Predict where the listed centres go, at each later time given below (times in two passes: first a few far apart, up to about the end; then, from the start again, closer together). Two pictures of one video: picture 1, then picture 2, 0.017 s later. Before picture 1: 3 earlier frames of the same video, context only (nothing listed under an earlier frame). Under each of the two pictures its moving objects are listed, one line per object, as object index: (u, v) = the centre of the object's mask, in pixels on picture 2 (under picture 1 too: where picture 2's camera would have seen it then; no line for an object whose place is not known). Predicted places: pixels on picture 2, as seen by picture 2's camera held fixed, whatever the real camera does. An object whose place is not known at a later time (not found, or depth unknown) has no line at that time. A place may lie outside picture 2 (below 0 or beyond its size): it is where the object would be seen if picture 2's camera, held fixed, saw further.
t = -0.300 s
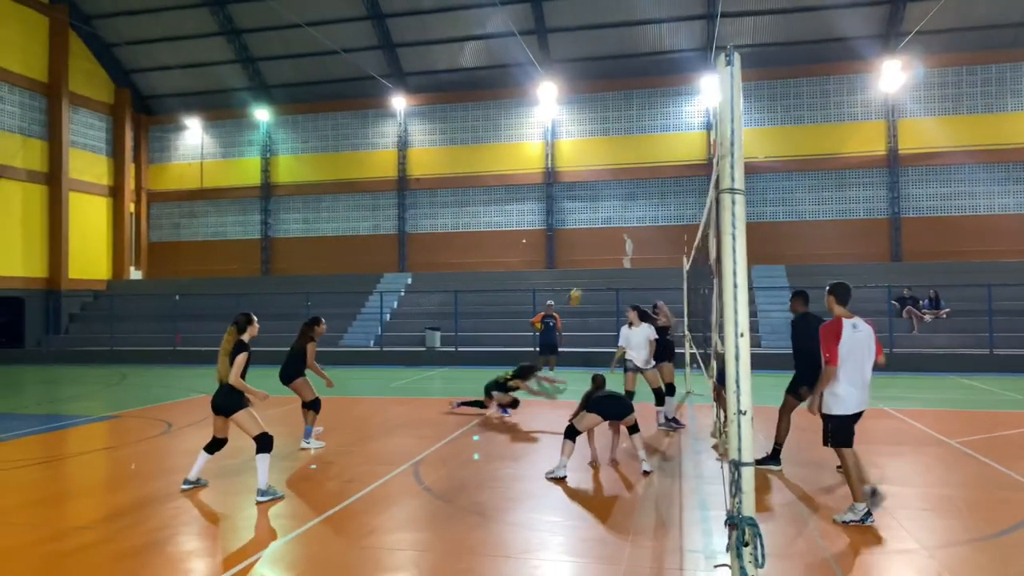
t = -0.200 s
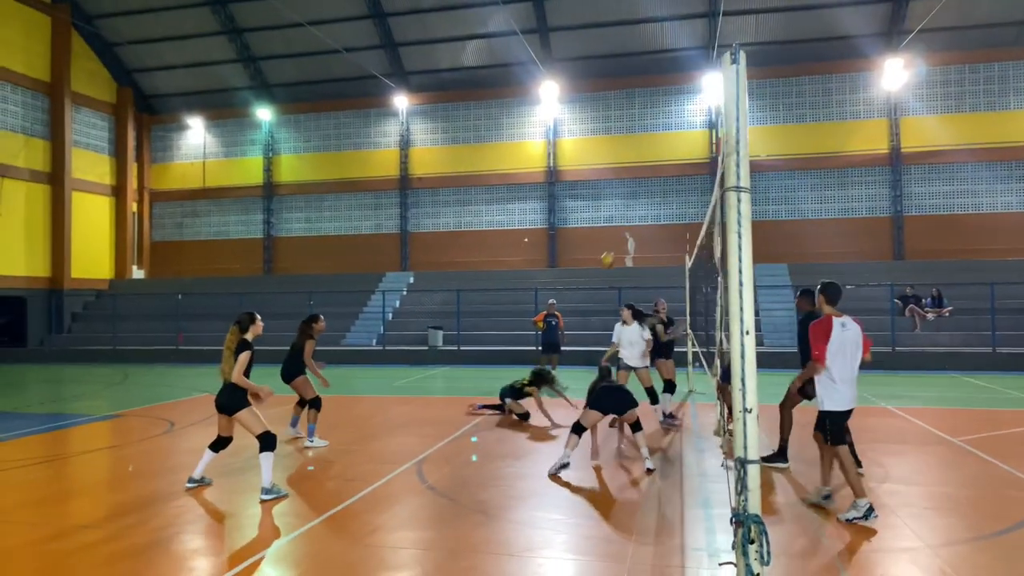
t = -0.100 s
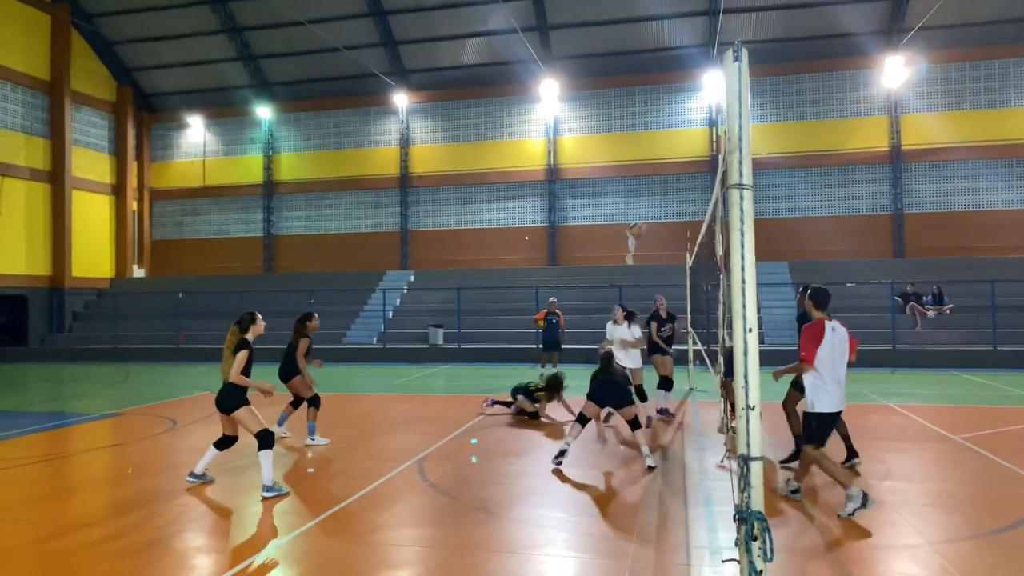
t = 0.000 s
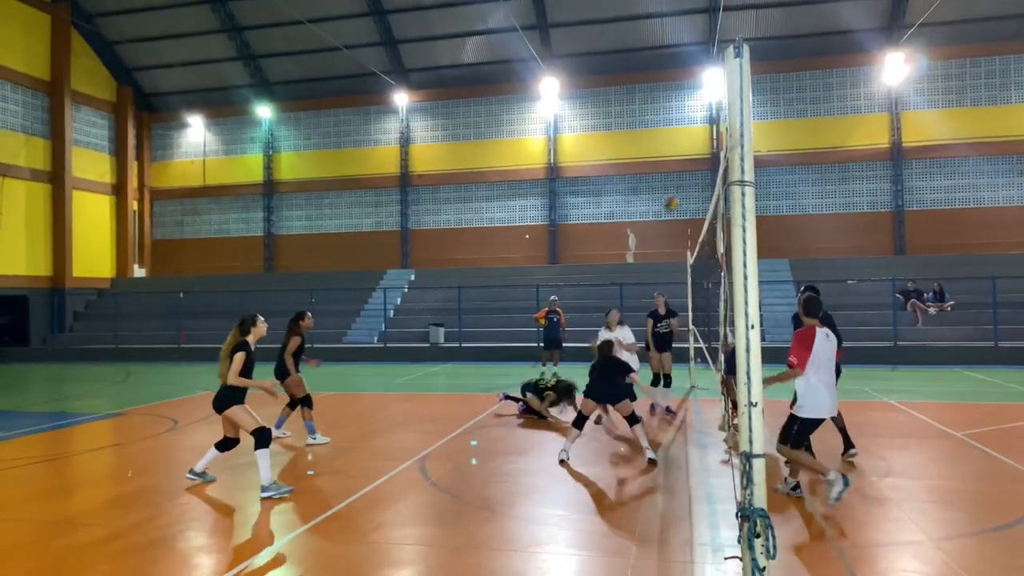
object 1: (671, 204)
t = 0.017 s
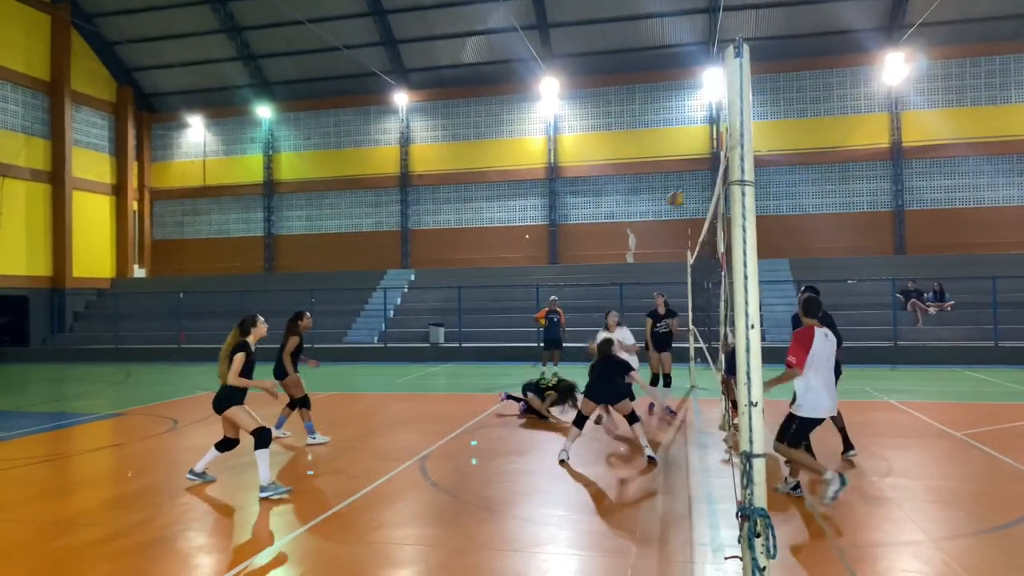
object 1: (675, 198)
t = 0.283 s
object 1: (771, 167)
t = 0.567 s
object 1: (888, 196)
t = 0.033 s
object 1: (682, 195)
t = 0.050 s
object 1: (687, 192)
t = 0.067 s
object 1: (693, 189)
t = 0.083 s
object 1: (698, 186)
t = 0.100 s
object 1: (704, 183)
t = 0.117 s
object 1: (709, 180)
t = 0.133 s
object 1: (713, 177)
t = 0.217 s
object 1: (755, 171)
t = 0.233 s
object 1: (756, 168)
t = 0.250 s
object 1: (760, 167)
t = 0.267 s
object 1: (765, 167)
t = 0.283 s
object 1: (771, 167)
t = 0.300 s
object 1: (777, 167)
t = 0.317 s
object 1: (784, 166)
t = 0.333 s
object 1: (790, 166)
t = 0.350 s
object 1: (797, 167)
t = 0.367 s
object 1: (803, 168)
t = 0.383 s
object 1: (811, 169)
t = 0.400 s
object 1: (817, 170)
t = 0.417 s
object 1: (824, 171)
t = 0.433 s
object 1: (831, 173)
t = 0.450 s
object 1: (838, 175)
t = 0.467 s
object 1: (845, 178)
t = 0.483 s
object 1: (852, 180)
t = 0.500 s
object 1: (860, 183)
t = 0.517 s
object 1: (867, 186)
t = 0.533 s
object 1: (873, 188)
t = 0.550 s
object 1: (881, 192)
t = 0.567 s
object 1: (888, 196)
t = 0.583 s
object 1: (891, 199)
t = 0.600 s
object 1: (903, 203)
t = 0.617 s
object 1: (910, 207)
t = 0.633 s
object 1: (916, 214)
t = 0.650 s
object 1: (925, 219)
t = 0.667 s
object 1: (934, 224)
